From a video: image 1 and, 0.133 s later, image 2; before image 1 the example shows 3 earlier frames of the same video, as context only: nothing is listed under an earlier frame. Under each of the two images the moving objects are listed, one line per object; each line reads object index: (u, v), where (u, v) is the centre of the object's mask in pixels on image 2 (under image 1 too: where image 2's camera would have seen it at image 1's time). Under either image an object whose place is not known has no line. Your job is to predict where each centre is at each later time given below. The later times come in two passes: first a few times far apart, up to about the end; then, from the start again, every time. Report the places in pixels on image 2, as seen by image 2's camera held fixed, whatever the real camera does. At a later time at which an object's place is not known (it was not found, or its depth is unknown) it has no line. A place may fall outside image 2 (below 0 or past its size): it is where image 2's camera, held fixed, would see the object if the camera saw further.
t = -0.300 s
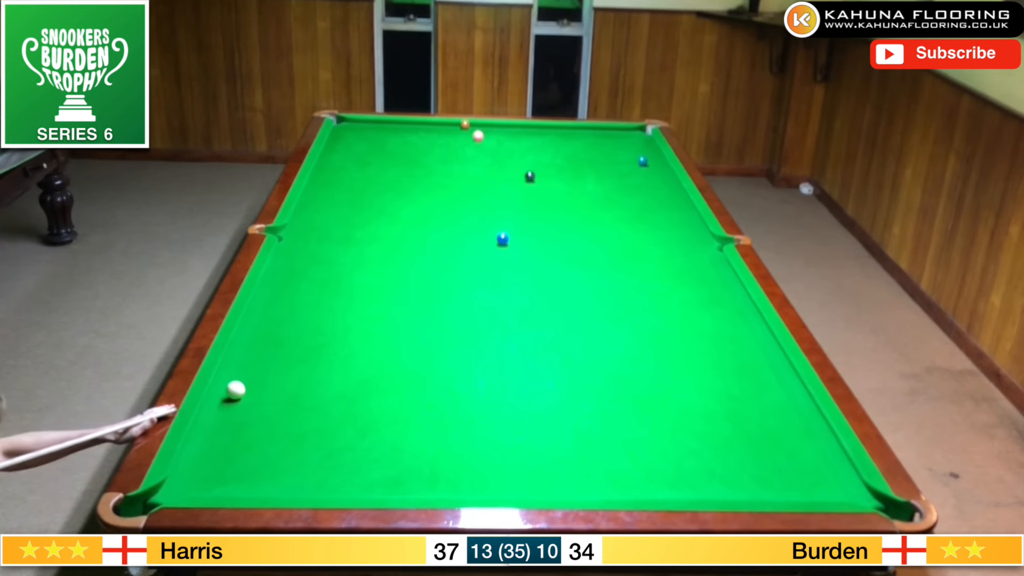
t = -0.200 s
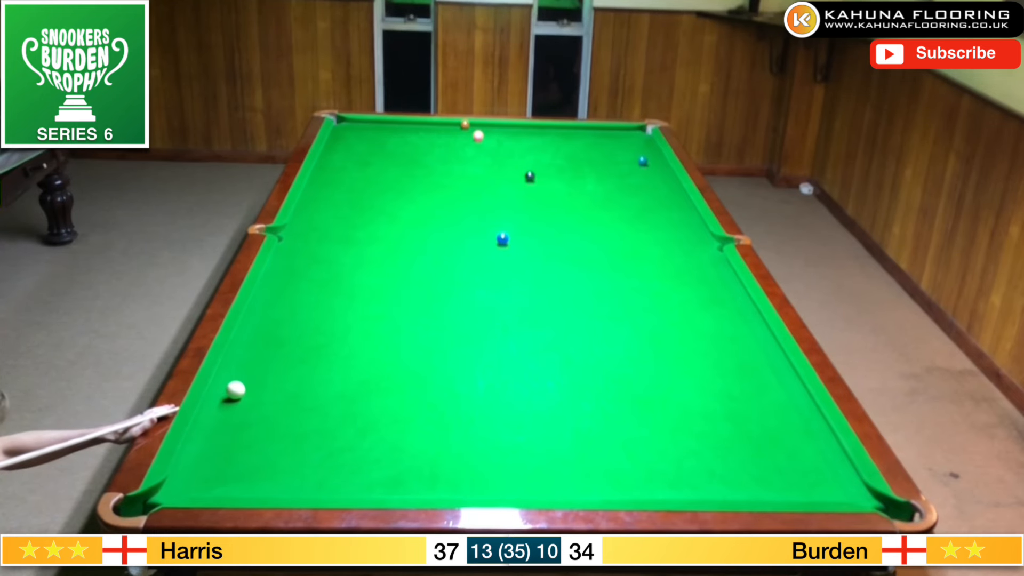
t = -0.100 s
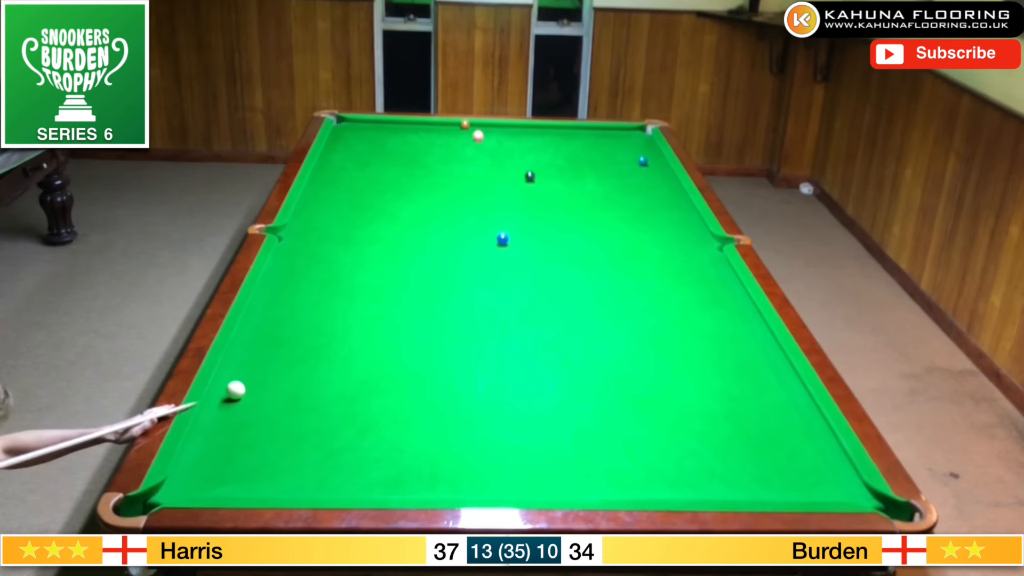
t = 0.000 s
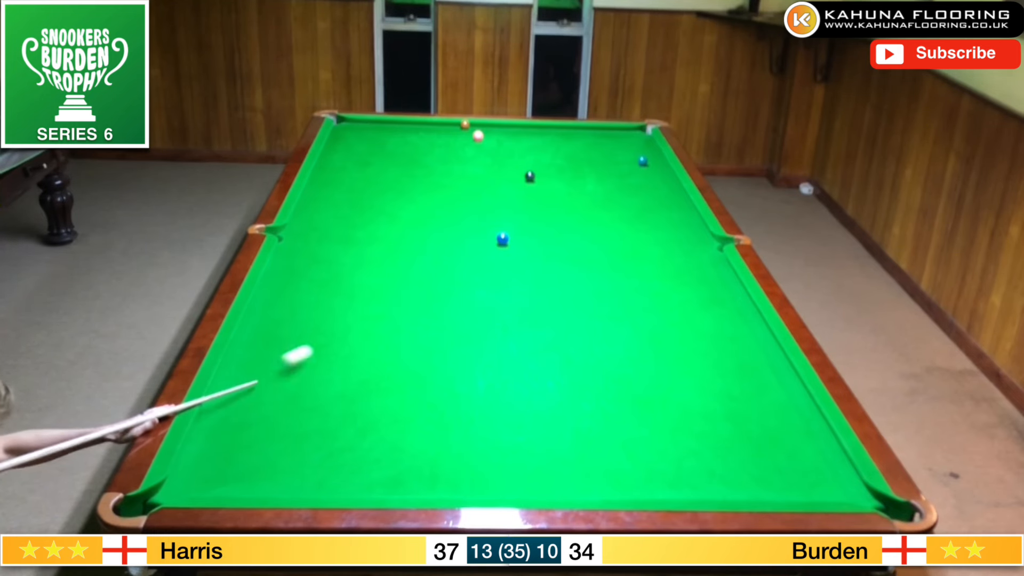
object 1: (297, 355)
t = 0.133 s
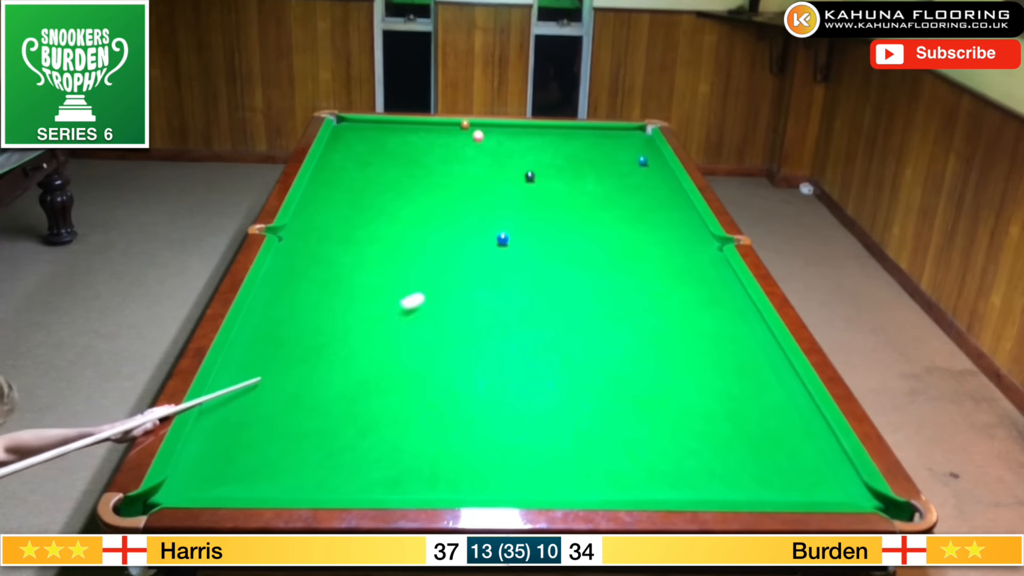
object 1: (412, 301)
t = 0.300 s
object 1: (515, 252)
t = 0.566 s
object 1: (624, 198)
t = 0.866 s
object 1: (622, 159)
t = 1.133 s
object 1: (561, 133)
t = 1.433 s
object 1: (507, 137)
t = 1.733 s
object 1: (453, 152)
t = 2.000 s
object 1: (401, 166)
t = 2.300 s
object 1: (338, 184)
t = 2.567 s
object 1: (323, 202)
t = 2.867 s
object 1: (355, 224)
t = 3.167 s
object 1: (389, 247)
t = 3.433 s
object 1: (423, 268)
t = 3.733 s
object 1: (462, 293)
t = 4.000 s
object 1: (500, 318)
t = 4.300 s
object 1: (546, 346)
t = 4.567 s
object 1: (590, 374)
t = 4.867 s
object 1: (643, 407)
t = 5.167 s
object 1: (700, 443)
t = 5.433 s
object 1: (754, 475)
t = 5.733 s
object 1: (800, 487)
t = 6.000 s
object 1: (818, 468)
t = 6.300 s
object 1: (835, 450)
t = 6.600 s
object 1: (811, 436)
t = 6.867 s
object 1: (794, 427)
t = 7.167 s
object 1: (779, 417)
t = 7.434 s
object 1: (769, 411)
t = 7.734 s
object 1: (760, 406)
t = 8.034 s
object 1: (754, 404)
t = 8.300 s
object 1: (752, 403)
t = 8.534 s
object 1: (752, 403)
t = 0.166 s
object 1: (436, 290)
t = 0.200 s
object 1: (458, 279)
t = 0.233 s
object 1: (478, 270)
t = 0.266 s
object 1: (497, 260)
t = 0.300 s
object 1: (515, 252)
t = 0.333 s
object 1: (531, 244)
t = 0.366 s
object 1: (547, 236)
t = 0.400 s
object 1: (562, 229)
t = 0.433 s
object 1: (575, 222)
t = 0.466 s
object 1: (589, 216)
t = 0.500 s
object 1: (601, 209)
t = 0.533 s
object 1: (613, 204)
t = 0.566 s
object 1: (624, 198)
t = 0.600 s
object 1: (635, 192)
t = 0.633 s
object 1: (645, 187)
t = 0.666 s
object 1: (656, 182)
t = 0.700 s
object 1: (666, 177)
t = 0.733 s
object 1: (667, 172)
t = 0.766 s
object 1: (655, 169)
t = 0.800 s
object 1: (643, 165)
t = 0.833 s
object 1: (632, 162)
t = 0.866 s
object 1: (622, 159)
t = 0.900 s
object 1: (613, 155)
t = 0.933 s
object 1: (604, 152)
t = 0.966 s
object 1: (596, 149)
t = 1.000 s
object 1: (588, 146)
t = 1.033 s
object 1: (581, 143)
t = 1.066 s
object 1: (574, 140)
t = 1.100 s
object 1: (567, 137)
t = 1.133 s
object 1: (561, 133)
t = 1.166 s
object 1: (554, 131)
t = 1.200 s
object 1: (548, 128)
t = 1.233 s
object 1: (541, 125)
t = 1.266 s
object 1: (536, 127)
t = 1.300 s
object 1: (530, 129)
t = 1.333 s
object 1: (525, 131)
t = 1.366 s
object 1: (519, 133)
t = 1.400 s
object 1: (513, 135)
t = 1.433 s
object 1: (507, 137)
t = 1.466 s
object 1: (502, 138)
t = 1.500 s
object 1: (496, 140)
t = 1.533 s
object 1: (490, 141)
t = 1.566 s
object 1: (484, 143)
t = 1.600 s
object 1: (478, 145)
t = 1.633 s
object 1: (472, 147)
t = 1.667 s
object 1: (466, 149)
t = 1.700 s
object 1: (460, 150)
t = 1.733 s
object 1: (453, 152)
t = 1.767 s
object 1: (448, 154)
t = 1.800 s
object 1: (441, 155)
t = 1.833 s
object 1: (434, 157)
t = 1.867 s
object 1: (428, 159)
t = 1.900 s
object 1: (422, 161)
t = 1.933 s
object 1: (415, 163)
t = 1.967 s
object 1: (408, 165)
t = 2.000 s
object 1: (401, 166)
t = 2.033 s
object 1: (395, 168)
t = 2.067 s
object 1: (388, 170)
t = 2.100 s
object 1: (381, 172)
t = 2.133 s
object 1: (374, 174)
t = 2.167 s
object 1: (367, 176)
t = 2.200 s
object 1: (360, 178)
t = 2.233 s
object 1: (353, 180)
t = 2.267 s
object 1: (345, 182)
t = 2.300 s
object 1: (338, 184)
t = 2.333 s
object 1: (330, 186)
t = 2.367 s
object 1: (323, 188)
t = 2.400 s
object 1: (315, 190)
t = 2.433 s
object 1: (308, 193)
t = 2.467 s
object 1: (311, 195)
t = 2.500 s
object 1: (315, 197)
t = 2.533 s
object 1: (319, 200)
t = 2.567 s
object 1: (323, 202)
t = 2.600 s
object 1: (326, 204)
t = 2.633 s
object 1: (329, 207)
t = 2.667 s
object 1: (333, 209)
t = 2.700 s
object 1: (337, 211)
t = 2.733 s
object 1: (340, 214)
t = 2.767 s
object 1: (344, 216)
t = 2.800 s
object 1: (347, 219)
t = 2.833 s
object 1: (351, 221)
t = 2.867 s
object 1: (355, 224)
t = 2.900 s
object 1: (358, 226)
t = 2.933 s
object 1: (362, 229)
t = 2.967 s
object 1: (366, 231)
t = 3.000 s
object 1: (370, 234)
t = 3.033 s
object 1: (374, 236)
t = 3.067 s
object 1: (377, 239)
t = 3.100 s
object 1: (381, 241)
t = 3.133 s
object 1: (385, 244)
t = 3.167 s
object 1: (389, 247)
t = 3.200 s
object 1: (393, 249)
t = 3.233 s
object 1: (397, 252)
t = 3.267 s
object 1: (402, 254)
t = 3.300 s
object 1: (405, 257)
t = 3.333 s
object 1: (410, 260)
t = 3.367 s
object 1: (414, 263)
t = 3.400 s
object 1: (418, 265)
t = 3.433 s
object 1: (423, 268)
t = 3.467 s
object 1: (427, 271)
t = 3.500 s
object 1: (431, 273)
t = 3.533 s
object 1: (435, 276)
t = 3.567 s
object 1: (440, 279)
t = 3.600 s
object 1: (444, 282)
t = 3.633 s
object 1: (449, 285)
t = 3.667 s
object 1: (453, 288)
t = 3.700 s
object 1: (458, 290)
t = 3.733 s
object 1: (462, 293)
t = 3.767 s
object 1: (467, 296)
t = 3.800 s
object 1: (472, 299)
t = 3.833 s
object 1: (476, 302)
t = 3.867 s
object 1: (481, 305)
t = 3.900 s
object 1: (486, 308)
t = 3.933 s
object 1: (490, 311)
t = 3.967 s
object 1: (495, 314)
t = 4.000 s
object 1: (500, 318)
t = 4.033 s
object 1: (505, 320)
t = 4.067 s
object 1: (510, 324)
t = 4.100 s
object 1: (515, 327)
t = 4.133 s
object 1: (520, 330)
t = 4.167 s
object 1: (525, 333)
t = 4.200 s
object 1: (530, 336)
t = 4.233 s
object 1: (536, 340)
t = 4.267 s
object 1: (541, 343)
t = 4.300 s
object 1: (546, 346)
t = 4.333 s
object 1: (552, 350)
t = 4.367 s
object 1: (557, 353)
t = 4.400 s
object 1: (562, 356)
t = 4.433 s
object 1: (568, 360)
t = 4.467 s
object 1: (573, 363)
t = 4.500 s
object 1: (579, 367)
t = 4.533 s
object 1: (585, 370)
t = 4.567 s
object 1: (590, 374)
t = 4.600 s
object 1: (596, 377)
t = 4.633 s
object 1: (601, 380)
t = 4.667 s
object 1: (607, 384)
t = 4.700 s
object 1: (613, 388)
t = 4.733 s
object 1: (619, 392)
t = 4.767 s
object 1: (625, 396)
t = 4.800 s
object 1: (631, 400)
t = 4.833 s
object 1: (637, 404)
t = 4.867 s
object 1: (643, 407)
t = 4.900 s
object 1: (649, 411)
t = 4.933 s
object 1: (655, 415)
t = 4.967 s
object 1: (662, 419)
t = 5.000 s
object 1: (668, 423)
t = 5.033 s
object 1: (674, 427)
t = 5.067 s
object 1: (681, 430)
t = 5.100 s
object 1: (687, 435)
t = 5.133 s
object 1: (693, 438)
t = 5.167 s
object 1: (700, 443)
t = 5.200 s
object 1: (706, 446)
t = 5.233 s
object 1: (713, 451)
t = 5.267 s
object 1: (720, 454)
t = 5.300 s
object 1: (726, 459)
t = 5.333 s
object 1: (733, 462)
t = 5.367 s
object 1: (740, 467)
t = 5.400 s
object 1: (747, 470)
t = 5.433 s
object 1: (754, 475)
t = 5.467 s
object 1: (761, 479)
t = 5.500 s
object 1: (768, 483)
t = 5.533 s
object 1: (775, 487)
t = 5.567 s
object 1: (781, 490)
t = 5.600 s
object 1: (788, 493)
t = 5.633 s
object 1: (792, 492)
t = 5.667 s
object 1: (795, 490)
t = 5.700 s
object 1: (797, 489)
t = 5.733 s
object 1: (800, 487)
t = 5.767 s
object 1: (802, 484)
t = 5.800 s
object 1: (804, 482)
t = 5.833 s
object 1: (807, 480)
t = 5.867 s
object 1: (809, 477)
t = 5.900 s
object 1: (811, 475)
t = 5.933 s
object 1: (813, 472)
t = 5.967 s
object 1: (815, 470)
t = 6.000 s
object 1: (818, 468)
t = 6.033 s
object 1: (820, 466)
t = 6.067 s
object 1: (822, 463)
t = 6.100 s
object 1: (824, 461)
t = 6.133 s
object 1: (826, 459)
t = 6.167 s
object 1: (828, 457)
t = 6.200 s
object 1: (830, 455)
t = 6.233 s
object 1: (832, 453)
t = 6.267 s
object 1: (834, 451)
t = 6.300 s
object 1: (835, 450)
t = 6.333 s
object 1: (832, 448)
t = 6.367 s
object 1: (829, 446)
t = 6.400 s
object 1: (826, 445)
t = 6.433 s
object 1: (823, 444)
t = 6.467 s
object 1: (821, 442)
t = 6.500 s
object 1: (818, 440)
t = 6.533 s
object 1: (816, 439)
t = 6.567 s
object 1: (813, 438)
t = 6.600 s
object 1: (811, 436)
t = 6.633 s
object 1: (809, 435)
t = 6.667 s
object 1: (806, 434)
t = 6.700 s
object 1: (804, 432)
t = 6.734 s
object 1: (802, 431)
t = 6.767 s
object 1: (800, 430)
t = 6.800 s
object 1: (798, 428)
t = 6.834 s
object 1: (796, 427)
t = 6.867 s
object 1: (794, 427)
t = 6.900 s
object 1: (792, 425)
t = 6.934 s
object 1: (791, 424)
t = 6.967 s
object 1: (789, 423)
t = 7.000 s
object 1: (787, 422)
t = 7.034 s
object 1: (785, 421)
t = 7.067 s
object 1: (784, 420)
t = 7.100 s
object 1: (782, 419)
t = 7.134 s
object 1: (781, 418)
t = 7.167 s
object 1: (779, 417)
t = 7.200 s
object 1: (778, 417)
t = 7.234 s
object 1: (776, 416)
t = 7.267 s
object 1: (775, 415)
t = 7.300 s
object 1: (773, 414)
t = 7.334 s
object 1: (772, 413)
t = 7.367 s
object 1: (771, 413)
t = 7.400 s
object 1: (770, 412)
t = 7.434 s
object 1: (769, 411)
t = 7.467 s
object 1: (767, 411)
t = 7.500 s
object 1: (766, 410)
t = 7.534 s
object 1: (765, 409)
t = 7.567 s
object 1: (764, 409)
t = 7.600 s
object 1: (763, 408)
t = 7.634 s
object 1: (763, 408)
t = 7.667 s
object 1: (762, 407)
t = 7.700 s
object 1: (761, 406)
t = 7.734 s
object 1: (760, 406)
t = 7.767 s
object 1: (759, 406)
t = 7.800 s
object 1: (758, 405)
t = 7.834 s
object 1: (758, 405)
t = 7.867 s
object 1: (757, 405)
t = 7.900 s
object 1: (756, 404)
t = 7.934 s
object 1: (756, 404)
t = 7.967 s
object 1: (755, 404)
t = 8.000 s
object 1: (755, 404)
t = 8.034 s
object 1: (754, 404)
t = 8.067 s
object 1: (754, 403)
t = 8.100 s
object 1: (754, 403)
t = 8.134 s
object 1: (753, 403)
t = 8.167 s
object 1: (753, 403)
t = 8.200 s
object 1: (753, 403)
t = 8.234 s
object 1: (752, 403)
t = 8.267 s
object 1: (752, 403)
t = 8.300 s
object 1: (752, 403)
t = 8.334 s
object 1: (752, 403)
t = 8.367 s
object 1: (752, 403)
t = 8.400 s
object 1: (752, 403)
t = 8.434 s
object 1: (752, 403)
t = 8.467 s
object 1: (752, 403)
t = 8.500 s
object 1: (752, 403)
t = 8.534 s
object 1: (752, 403)
